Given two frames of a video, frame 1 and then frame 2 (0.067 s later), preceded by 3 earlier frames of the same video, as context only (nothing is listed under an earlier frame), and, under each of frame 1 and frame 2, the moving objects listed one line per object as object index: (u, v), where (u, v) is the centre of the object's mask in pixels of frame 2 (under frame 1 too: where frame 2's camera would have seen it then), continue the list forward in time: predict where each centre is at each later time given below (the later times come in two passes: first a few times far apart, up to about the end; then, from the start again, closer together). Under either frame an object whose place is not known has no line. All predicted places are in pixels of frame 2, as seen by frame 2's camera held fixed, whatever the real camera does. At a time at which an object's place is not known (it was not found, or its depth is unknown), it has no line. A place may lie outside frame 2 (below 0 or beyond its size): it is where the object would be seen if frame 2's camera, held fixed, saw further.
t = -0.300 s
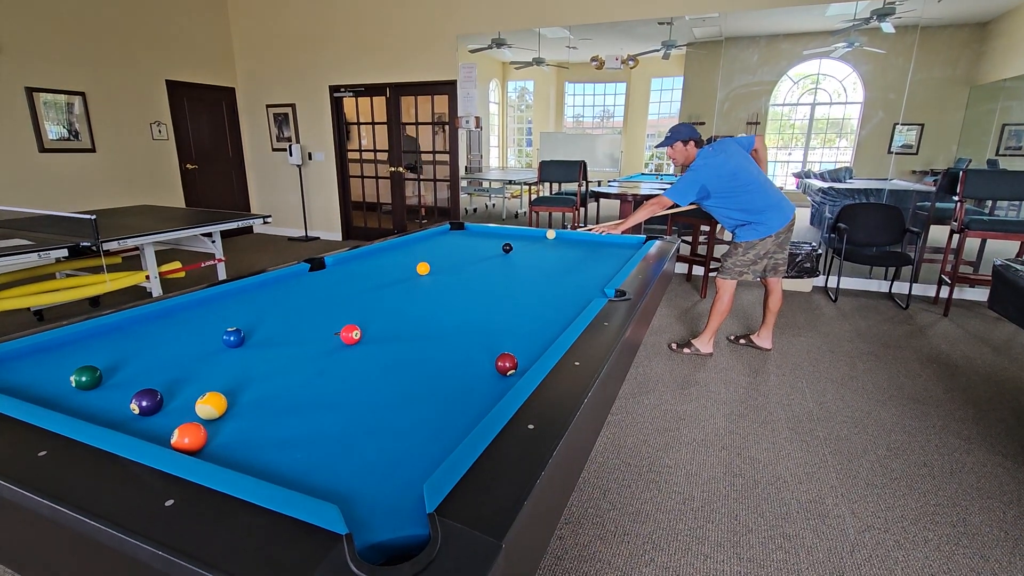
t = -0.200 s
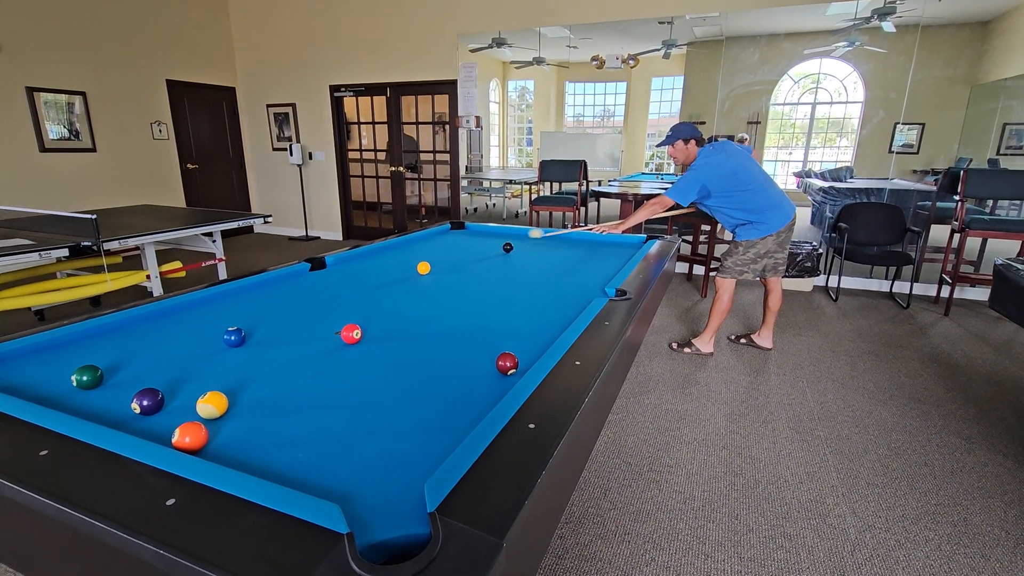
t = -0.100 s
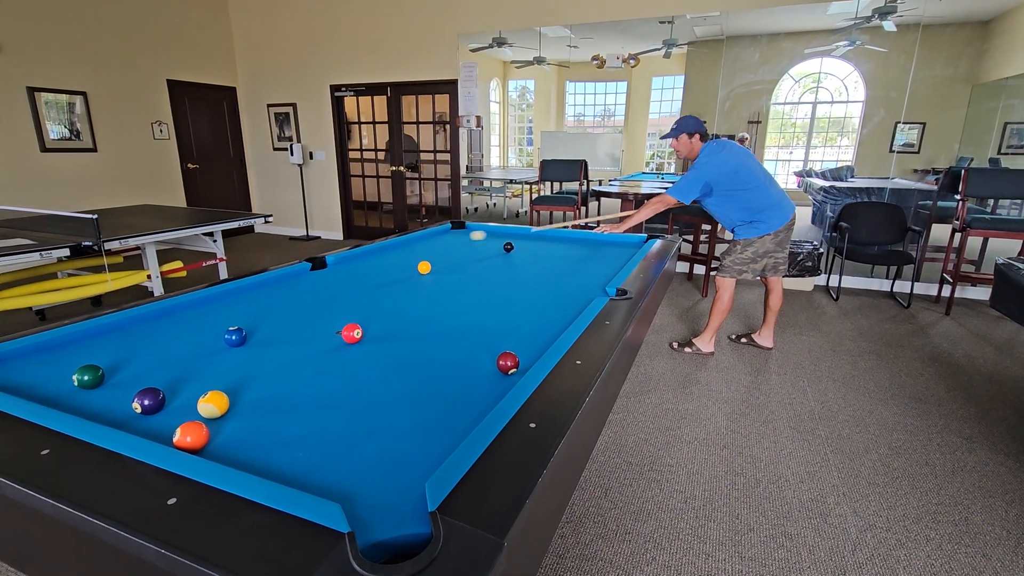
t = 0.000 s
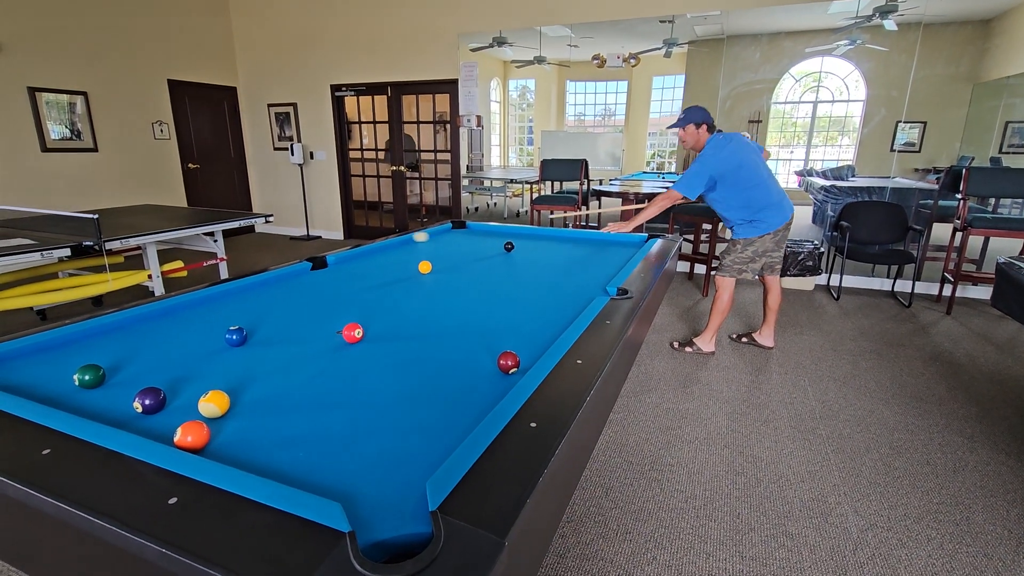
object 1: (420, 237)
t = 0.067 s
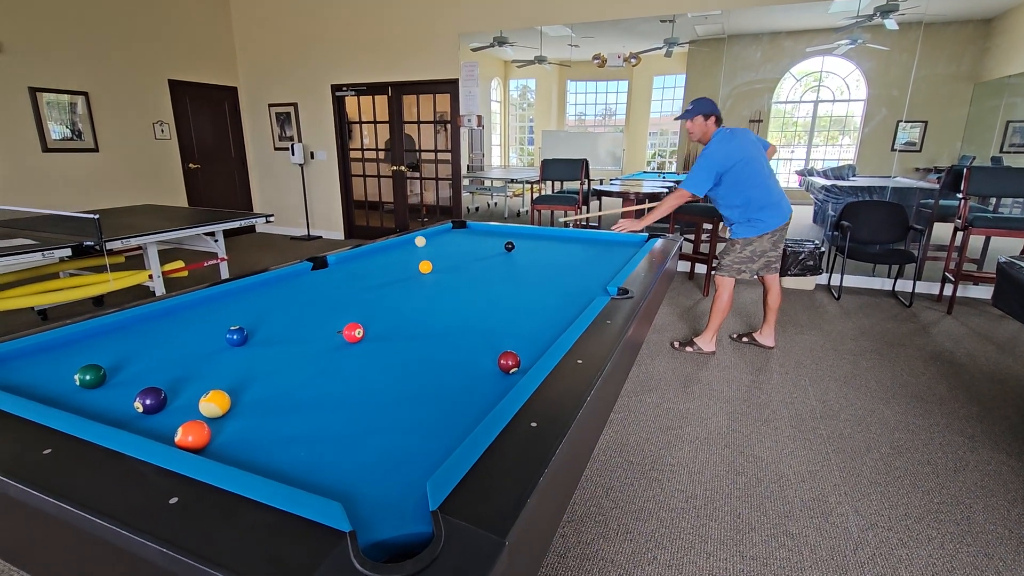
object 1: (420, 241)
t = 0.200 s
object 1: (429, 254)
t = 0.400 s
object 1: (461, 273)
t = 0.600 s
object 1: (520, 294)
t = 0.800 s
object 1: (552, 313)
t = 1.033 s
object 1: (483, 312)
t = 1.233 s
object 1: (431, 311)
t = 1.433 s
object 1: (381, 311)
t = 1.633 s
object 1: (332, 311)
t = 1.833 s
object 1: (284, 311)
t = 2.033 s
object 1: (236, 311)
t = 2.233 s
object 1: (190, 311)
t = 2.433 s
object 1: (163, 313)
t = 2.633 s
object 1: (167, 320)
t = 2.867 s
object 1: (172, 328)
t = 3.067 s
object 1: (176, 335)
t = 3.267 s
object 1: (181, 343)
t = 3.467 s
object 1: (185, 351)
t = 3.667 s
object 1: (189, 359)
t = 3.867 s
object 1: (194, 368)
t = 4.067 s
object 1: (199, 376)
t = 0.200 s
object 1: (429, 254)
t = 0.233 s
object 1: (431, 257)
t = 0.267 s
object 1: (434, 260)
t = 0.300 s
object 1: (436, 264)
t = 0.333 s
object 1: (443, 267)
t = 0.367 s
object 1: (452, 270)
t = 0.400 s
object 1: (461, 273)
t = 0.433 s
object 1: (470, 276)
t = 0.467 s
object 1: (479, 279)
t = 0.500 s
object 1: (488, 283)
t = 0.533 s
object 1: (498, 286)
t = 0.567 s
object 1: (509, 290)
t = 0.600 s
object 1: (520, 294)
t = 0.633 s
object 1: (532, 299)
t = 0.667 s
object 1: (544, 303)
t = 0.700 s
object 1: (557, 308)
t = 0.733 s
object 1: (570, 312)
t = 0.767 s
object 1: (566, 314)
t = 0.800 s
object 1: (552, 313)
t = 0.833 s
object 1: (540, 313)
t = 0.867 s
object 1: (529, 312)
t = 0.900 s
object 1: (519, 312)
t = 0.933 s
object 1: (509, 312)
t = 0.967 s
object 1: (500, 312)
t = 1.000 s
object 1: (491, 312)
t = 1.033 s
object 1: (483, 312)
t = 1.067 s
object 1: (474, 311)
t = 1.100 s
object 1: (466, 312)
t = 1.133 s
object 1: (457, 311)
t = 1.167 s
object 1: (448, 311)
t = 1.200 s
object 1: (440, 311)
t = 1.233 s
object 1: (431, 311)
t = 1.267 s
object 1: (423, 311)
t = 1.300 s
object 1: (414, 311)
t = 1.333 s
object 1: (406, 311)
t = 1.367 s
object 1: (398, 311)
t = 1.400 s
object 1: (389, 311)
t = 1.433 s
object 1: (381, 311)
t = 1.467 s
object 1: (373, 311)
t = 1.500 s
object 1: (364, 311)
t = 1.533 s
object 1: (356, 311)
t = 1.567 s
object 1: (348, 311)
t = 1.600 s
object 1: (340, 311)
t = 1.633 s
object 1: (332, 311)
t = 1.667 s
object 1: (324, 311)
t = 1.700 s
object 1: (316, 311)
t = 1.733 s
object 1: (308, 311)
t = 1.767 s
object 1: (300, 311)
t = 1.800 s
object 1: (291, 311)
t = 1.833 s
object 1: (284, 311)
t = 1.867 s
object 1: (276, 311)
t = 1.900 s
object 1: (268, 311)
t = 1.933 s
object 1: (260, 311)
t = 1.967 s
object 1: (252, 311)
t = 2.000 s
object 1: (244, 311)
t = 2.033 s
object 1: (236, 311)
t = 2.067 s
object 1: (229, 311)
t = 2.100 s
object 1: (221, 311)
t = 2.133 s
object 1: (213, 311)
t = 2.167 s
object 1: (206, 311)
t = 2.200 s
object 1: (198, 311)
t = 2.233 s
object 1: (190, 311)
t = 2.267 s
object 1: (182, 310)
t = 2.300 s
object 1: (175, 310)
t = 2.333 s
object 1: (167, 310)
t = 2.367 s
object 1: (161, 311)
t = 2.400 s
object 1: (162, 312)
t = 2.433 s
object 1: (163, 313)
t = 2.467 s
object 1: (164, 314)
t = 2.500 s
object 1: (164, 315)
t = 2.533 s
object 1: (165, 316)
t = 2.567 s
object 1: (165, 317)
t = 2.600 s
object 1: (166, 318)
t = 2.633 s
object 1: (167, 320)
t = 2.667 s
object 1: (167, 321)
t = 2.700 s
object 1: (168, 322)
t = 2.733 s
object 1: (169, 323)
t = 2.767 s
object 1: (169, 324)
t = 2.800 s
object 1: (170, 325)
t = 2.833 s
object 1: (171, 327)
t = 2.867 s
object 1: (172, 328)
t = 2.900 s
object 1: (172, 329)
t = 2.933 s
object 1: (173, 330)
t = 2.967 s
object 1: (174, 332)
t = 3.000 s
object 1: (175, 333)
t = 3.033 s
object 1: (175, 334)
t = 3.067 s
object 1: (176, 335)
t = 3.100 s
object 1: (177, 337)
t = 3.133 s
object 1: (178, 338)
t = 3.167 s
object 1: (178, 339)
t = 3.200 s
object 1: (179, 340)
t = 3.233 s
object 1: (180, 342)
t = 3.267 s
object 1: (181, 343)
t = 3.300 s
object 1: (181, 344)
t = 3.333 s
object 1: (182, 346)
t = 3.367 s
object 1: (183, 347)
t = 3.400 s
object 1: (184, 348)
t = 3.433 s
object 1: (184, 350)
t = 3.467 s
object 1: (185, 351)
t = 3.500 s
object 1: (186, 352)
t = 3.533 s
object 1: (187, 353)
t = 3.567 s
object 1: (187, 355)
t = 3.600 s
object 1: (188, 356)
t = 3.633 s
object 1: (189, 358)
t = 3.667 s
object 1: (189, 359)
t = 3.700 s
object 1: (190, 361)
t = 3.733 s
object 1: (191, 362)
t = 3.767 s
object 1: (192, 363)
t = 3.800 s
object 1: (193, 365)
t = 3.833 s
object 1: (193, 366)
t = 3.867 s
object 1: (194, 368)
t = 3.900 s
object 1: (195, 369)
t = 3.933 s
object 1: (196, 370)
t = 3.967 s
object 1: (196, 372)
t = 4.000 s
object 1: (197, 373)
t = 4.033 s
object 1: (198, 374)
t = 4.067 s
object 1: (199, 376)
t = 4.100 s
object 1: (200, 377)
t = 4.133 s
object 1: (201, 379)
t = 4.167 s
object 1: (201, 380)
